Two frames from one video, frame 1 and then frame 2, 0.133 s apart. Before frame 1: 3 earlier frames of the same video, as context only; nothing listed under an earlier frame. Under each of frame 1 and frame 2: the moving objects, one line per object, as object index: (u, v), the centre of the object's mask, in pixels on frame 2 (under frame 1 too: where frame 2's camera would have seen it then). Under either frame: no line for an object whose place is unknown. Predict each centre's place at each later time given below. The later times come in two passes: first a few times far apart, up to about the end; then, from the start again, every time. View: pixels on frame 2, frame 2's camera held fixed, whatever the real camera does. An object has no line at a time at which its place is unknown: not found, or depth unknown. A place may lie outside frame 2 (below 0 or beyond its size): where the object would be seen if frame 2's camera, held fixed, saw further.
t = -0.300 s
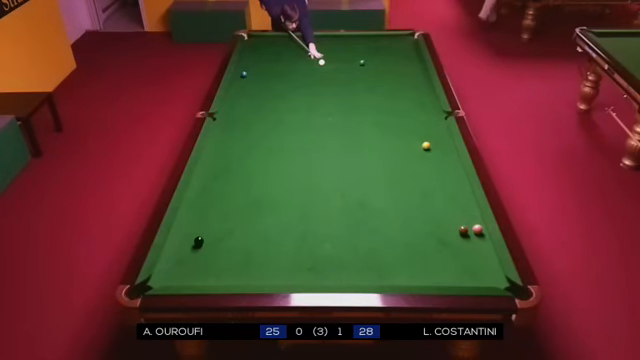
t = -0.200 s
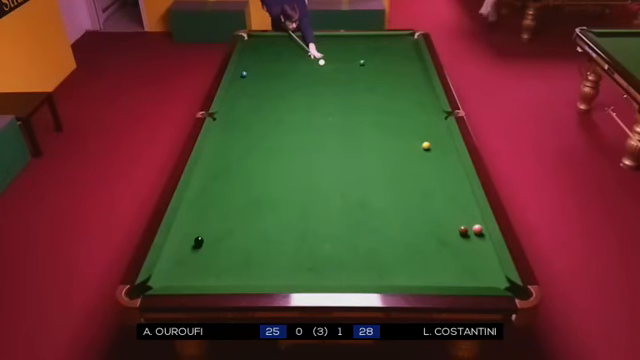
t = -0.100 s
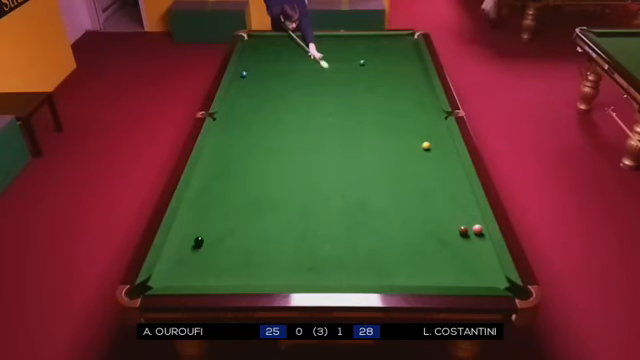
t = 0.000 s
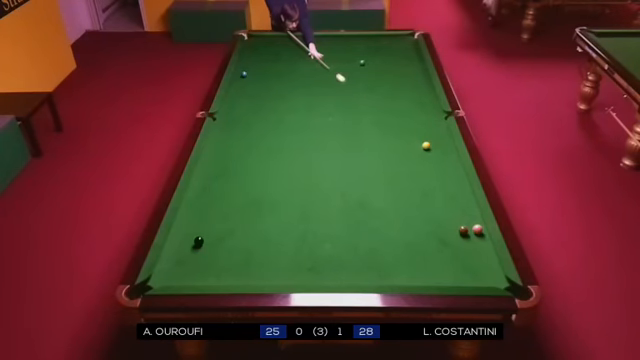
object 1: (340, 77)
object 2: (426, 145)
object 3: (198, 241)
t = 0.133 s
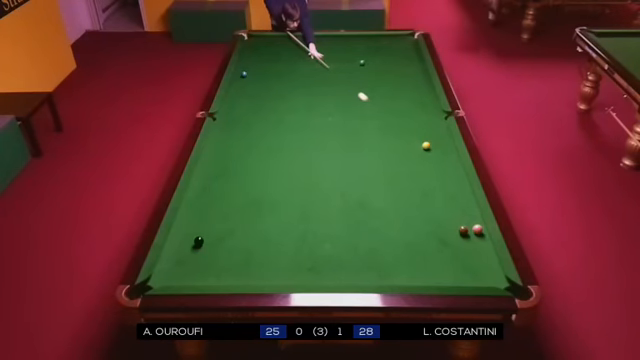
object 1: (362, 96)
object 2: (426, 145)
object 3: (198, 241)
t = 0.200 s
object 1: (373, 105)
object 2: (426, 145)
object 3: (198, 241)
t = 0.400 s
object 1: (406, 133)
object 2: (426, 145)
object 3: (198, 241)
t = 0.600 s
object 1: (413, 156)
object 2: (453, 154)
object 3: (198, 241)
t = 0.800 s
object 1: (412, 180)
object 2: (426, 161)
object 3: (198, 241)
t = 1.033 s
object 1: (412, 210)
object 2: (396, 170)
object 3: (198, 241)
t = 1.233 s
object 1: (412, 241)
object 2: (369, 178)
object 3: (198, 241)
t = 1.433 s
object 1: (411, 276)
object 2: (343, 186)
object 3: (198, 241)
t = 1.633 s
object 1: (403, 259)
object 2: (316, 194)
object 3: (198, 241)
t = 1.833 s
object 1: (394, 237)
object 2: (287, 202)
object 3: (198, 241)
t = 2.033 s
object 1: (386, 218)
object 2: (259, 210)
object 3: (198, 241)
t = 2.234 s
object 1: (379, 201)
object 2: (230, 218)
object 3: (198, 241)
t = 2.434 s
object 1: (373, 186)
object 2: (201, 227)
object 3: (198, 241)
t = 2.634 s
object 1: (367, 172)
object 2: (174, 235)
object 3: (198, 241)
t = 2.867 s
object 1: (361, 158)
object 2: (190, 240)
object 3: (202, 242)
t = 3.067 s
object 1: (356, 146)
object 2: (193, 241)
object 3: (212, 244)
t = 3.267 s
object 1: (352, 136)
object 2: (195, 243)
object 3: (222, 247)
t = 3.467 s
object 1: (348, 127)
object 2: (197, 244)
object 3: (231, 249)
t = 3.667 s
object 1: (345, 119)
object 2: (199, 245)
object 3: (239, 252)
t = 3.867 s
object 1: (341, 111)
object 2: (200, 246)
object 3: (247, 254)
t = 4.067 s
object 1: (338, 104)
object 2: (201, 246)
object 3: (254, 257)
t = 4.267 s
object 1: (336, 97)
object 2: (201, 246)
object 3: (260, 259)
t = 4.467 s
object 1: (333, 91)
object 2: (201, 247)
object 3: (266, 261)
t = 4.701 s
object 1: (330, 84)
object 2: (201, 247)
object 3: (272, 263)
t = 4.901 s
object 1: (328, 79)
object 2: (201, 247)
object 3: (276, 265)
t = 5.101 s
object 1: (326, 75)
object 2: (201, 247)
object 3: (279, 266)
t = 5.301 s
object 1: (324, 70)
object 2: (201, 247)
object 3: (282, 268)
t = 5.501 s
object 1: (322, 66)
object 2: (201, 247)
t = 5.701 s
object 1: (321, 62)
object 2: (201, 247)
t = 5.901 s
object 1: (319, 59)
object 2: (201, 247)
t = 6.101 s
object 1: (318, 55)
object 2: (201, 247)
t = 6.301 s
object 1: (317, 53)
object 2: (201, 247)
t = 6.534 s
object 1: (315, 49)
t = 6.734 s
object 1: (314, 47)
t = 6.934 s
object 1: (313, 44)
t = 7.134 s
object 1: (312, 42)
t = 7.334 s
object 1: (311, 41)
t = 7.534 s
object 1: (310, 39)
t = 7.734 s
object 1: (309, 37)
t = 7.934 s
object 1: (309, 36)
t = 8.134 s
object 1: (308, 36)
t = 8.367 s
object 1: (308, 37)
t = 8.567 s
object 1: (307, 38)
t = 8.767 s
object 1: (307, 38)
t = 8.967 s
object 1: (307, 39)
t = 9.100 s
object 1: (307, 39)
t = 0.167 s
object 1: (368, 101)
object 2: (426, 145)
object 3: (198, 241)
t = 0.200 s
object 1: (373, 105)
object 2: (426, 145)
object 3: (198, 241)
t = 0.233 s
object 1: (379, 110)
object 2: (426, 145)
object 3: (198, 241)
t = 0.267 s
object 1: (384, 115)
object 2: (426, 145)
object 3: (198, 241)
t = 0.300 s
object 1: (390, 119)
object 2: (426, 145)
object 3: (198, 241)
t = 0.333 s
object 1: (395, 124)
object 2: (426, 145)
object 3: (198, 241)
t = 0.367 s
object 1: (401, 128)
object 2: (426, 145)
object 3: (198, 241)
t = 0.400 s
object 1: (406, 133)
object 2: (426, 145)
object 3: (198, 241)
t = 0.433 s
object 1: (412, 138)
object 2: (426, 145)
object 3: (198, 241)
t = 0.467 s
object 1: (417, 143)
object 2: (427, 146)
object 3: (198, 241)
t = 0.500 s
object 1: (416, 146)
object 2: (434, 148)
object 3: (198, 241)
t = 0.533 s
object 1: (415, 150)
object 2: (442, 150)
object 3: (198, 241)
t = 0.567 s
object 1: (414, 153)
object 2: (450, 152)
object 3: (198, 241)
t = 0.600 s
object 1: (413, 156)
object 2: (453, 154)
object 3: (198, 241)
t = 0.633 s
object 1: (413, 160)
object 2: (449, 155)
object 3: (198, 241)
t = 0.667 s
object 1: (413, 164)
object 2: (444, 156)
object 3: (198, 241)
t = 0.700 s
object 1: (413, 168)
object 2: (440, 158)
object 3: (198, 241)
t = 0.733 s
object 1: (413, 171)
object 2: (435, 159)
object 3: (198, 241)
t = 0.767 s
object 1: (412, 175)
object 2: (431, 160)
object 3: (198, 241)
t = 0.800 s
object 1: (412, 180)
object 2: (426, 161)
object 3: (198, 241)
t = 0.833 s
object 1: (412, 184)
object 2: (422, 163)
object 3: (198, 241)
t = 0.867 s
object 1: (412, 188)
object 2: (418, 164)
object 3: (198, 241)
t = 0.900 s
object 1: (412, 192)
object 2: (413, 165)
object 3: (198, 241)
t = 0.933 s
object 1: (412, 197)
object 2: (409, 166)
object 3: (198, 241)
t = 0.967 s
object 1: (412, 201)
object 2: (405, 168)
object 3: (198, 241)
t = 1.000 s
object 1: (412, 206)
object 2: (400, 169)
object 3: (198, 241)
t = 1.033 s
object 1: (412, 210)
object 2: (396, 170)
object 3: (198, 241)
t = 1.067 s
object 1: (412, 215)
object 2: (392, 172)
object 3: (198, 241)
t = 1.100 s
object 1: (412, 220)
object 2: (387, 173)
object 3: (198, 241)
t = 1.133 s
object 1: (412, 225)
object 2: (383, 174)
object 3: (198, 241)
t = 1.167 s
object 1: (412, 230)
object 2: (378, 175)
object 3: (198, 241)
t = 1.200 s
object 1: (412, 236)
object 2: (374, 177)
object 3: (198, 241)
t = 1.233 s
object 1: (412, 241)
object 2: (369, 178)
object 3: (198, 241)
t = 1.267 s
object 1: (412, 247)
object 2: (365, 179)
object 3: (198, 241)
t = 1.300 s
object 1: (412, 252)
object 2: (361, 181)
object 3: (198, 241)
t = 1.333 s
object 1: (412, 258)
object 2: (356, 182)
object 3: (198, 241)
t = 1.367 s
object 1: (412, 264)
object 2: (351, 183)
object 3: (198, 241)
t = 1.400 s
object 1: (411, 270)
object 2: (347, 184)
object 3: (198, 241)
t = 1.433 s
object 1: (411, 276)
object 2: (343, 186)
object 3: (198, 241)
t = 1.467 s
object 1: (411, 280)
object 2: (338, 187)
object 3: (198, 241)
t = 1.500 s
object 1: (409, 278)
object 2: (334, 188)
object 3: (198, 241)
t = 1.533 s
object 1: (407, 272)
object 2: (329, 190)
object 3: (198, 241)
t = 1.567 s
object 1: (406, 268)
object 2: (325, 191)
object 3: (198, 241)
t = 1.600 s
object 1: (404, 264)
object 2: (320, 192)
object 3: (198, 241)
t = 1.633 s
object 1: (403, 259)
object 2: (316, 194)
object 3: (198, 241)
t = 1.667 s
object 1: (401, 256)
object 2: (311, 195)
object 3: (198, 241)
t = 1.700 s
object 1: (400, 252)
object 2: (306, 196)
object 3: (198, 241)
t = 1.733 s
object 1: (398, 248)
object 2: (302, 198)
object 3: (198, 241)
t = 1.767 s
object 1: (397, 244)
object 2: (297, 199)
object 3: (198, 241)
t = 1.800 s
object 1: (395, 241)
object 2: (292, 200)
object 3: (198, 241)
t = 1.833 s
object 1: (394, 237)
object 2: (287, 202)
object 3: (198, 241)
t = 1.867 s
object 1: (392, 234)
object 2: (283, 203)
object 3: (198, 241)
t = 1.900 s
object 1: (391, 231)
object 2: (278, 204)
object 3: (198, 241)
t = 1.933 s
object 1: (390, 227)
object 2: (273, 206)
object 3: (198, 241)
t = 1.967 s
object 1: (389, 224)
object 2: (268, 207)
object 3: (198, 241)
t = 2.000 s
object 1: (387, 221)
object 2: (264, 208)
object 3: (198, 241)
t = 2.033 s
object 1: (386, 218)
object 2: (259, 210)
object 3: (198, 241)
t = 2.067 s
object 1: (385, 215)
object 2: (254, 211)
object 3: (198, 241)
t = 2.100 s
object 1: (384, 212)
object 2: (249, 212)
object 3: (198, 241)
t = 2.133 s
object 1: (382, 209)
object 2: (245, 214)
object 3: (198, 241)
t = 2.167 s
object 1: (381, 206)
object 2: (240, 215)
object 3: (198, 241)
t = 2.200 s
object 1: (380, 203)
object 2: (235, 217)
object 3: (198, 241)
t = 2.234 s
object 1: (379, 201)
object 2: (230, 218)
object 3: (198, 241)
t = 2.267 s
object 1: (378, 198)
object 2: (225, 220)
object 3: (198, 241)
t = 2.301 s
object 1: (377, 196)
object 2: (220, 221)
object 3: (198, 241)
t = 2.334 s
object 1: (376, 193)
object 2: (215, 222)
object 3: (198, 241)
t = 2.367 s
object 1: (375, 190)
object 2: (210, 224)
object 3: (198, 241)
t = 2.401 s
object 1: (374, 188)
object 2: (205, 225)
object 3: (198, 241)
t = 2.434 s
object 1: (373, 186)
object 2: (201, 227)
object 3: (198, 241)
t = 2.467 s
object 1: (372, 183)
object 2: (195, 228)
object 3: (198, 241)
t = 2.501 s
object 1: (370, 181)
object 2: (191, 230)
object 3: (198, 241)
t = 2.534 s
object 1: (370, 179)
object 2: (185, 231)
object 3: (198, 241)
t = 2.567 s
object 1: (369, 176)
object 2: (181, 232)
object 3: (198, 241)
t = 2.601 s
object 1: (368, 174)
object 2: (175, 234)
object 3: (198, 241)
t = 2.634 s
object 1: (367, 172)
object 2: (174, 235)
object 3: (198, 241)
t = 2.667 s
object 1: (366, 170)
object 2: (178, 236)
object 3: (198, 241)
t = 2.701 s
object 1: (365, 168)
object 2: (180, 237)
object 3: (198, 241)
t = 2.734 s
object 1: (364, 166)
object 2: (183, 237)
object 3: (198, 241)
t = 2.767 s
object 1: (364, 163)
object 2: (186, 238)
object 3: (198, 241)
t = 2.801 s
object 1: (363, 161)
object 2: (188, 239)
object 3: (198, 241)
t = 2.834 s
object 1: (362, 159)
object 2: (190, 239)
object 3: (200, 241)
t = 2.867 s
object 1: (361, 158)
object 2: (190, 240)
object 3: (202, 242)
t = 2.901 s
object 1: (360, 156)
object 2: (191, 240)
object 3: (204, 242)
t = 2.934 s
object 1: (359, 154)
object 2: (191, 240)
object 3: (205, 243)
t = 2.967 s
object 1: (359, 152)
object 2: (192, 241)
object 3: (207, 243)
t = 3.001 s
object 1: (358, 150)
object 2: (192, 241)
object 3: (209, 243)
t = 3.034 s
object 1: (357, 148)
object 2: (192, 241)
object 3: (211, 244)
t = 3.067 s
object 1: (356, 146)
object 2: (193, 241)
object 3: (212, 244)
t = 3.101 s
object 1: (356, 145)
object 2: (193, 242)
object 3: (214, 245)
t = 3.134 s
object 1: (355, 143)
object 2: (194, 242)
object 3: (216, 245)
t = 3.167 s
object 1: (354, 141)
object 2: (194, 242)
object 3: (217, 245)
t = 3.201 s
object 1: (354, 140)
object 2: (194, 243)
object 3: (219, 246)
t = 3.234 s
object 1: (353, 138)
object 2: (195, 243)
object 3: (220, 246)
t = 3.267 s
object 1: (352, 136)
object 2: (195, 243)
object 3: (222, 247)
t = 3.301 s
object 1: (351, 135)
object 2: (196, 243)
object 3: (224, 247)
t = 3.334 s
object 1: (351, 133)
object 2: (196, 244)
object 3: (225, 248)
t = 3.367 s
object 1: (350, 132)
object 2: (196, 244)
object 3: (227, 248)
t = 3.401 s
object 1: (350, 130)
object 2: (197, 244)
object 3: (228, 248)
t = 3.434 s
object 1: (349, 129)
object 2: (197, 244)
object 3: (230, 249)
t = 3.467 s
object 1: (348, 127)
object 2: (197, 244)
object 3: (231, 249)
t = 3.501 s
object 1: (348, 126)
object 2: (198, 244)
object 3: (233, 250)
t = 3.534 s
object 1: (347, 124)
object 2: (198, 245)
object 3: (234, 250)
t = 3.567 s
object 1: (347, 123)
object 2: (198, 245)
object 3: (235, 251)
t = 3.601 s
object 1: (346, 121)
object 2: (198, 245)
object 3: (237, 251)
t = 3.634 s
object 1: (345, 120)
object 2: (199, 245)
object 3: (238, 252)
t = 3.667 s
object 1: (345, 119)
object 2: (199, 245)
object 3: (239, 252)
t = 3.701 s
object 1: (344, 117)
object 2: (199, 245)
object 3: (241, 252)
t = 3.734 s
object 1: (343, 116)
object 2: (199, 246)
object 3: (242, 252)
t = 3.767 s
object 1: (343, 115)
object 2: (199, 246)
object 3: (243, 253)
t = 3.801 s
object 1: (342, 114)
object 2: (200, 246)
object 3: (244, 253)
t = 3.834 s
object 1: (342, 112)
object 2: (200, 246)
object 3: (246, 254)
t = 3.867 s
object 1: (341, 111)
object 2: (200, 246)
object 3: (247, 254)
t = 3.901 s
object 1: (341, 110)
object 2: (200, 246)
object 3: (248, 254)
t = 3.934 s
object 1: (340, 109)
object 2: (200, 246)
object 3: (250, 255)
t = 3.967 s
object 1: (340, 107)
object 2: (200, 246)
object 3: (250, 256)
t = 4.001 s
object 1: (339, 106)
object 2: (201, 246)
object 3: (252, 256)
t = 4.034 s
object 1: (339, 105)
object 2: (201, 246)
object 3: (253, 256)
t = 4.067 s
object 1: (338, 104)
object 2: (201, 246)
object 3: (254, 257)
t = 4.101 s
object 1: (338, 103)
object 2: (201, 246)
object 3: (255, 257)
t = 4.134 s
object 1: (337, 102)
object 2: (201, 246)
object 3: (256, 257)
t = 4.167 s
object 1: (337, 101)
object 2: (201, 246)
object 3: (257, 258)
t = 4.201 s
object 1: (336, 100)
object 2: (201, 246)
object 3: (258, 258)
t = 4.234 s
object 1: (336, 98)
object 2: (201, 247)
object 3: (259, 259)
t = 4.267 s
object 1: (336, 97)
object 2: (201, 246)
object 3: (260, 259)
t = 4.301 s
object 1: (335, 96)
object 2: (201, 247)
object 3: (261, 259)
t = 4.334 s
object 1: (335, 95)
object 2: (201, 247)
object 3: (262, 260)
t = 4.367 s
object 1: (335, 94)
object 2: (201, 247)
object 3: (263, 260)
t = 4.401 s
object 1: (334, 93)
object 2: (201, 247)
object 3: (264, 260)
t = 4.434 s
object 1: (334, 92)
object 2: (201, 247)
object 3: (265, 261)
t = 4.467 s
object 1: (333, 91)
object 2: (201, 247)
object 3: (266, 261)
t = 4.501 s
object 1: (333, 90)
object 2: (201, 247)
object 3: (267, 261)
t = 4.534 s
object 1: (332, 89)
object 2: (201, 247)
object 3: (268, 261)
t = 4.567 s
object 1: (332, 88)
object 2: (201, 247)
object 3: (269, 262)
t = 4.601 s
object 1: (331, 87)
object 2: (201, 247)
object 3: (270, 262)
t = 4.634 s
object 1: (331, 86)
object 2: (201, 247)
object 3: (270, 262)
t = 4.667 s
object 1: (331, 85)
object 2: (201, 247)
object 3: (271, 263)
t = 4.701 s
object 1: (330, 84)
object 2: (201, 247)
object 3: (272, 263)
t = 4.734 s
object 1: (330, 84)
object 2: (201, 247)
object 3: (273, 263)
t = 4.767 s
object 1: (330, 83)
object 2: (201, 247)
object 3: (273, 264)
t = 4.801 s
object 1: (329, 82)
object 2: (201, 247)
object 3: (274, 264)
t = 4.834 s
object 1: (329, 81)
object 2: (201, 247)
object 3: (275, 264)
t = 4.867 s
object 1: (328, 80)
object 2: (201, 247)
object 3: (275, 264)
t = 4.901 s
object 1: (328, 79)
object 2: (201, 247)
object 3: (276, 265)
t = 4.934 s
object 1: (327, 79)
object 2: (201, 247)
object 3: (277, 265)
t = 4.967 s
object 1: (327, 78)
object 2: (201, 247)
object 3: (277, 265)
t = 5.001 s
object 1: (327, 77)
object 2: (201, 247)
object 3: (278, 266)
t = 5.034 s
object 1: (327, 76)
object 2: (201, 247)
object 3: (278, 266)
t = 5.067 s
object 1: (326, 75)
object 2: (201, 247)
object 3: (279, 266)
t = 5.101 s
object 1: (326, 75)
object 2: (201, 247)
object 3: (279, 266)
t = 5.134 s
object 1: (325, 74)
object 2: (201, 247)
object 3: (280, 266)
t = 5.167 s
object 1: (325, 73)
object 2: (201, 247)
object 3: (281, 267)
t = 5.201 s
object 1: (325, 72)
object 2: (201, 247)
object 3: (281, 267)
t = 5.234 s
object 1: (325, 71)
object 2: (201, 247)
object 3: (281, 267)
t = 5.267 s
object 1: (324, 71)
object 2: (201, 247)
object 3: (282, 268)
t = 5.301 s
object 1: (324, 70)
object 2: (201, 247)
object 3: (282, 268)
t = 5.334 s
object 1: (324, 69)
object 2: (201, 247)
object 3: (283, 268)
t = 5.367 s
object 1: (324, 69)
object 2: (201, 247)
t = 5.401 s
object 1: (323, 68)
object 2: (201, 247)
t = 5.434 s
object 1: (323, 67)
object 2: (201, 247)
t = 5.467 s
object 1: (323, 67)
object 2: (201, 247)
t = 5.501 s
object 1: (322, 66)
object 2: (201, 247)
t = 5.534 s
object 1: (322, 65)
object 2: (201, 247)
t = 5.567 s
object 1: (322, 65)
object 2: (201, 247)
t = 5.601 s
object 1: (322, 64)
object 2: (201, 247)
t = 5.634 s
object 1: (321, 63)
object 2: (201, 247)
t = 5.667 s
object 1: (321, 63)
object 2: (201, 247)
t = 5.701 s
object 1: (321, 62)
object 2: (201, 247)
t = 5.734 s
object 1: (321, 62)
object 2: (201, 247)
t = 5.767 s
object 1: (320, 61)
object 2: (201, 247)
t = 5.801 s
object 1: (320, 60)
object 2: (201, 247)
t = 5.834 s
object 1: (320, 60)
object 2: (201, 247)
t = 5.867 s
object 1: (320, 59)
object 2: (201, 247)
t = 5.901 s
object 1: (319, 59)
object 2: (201, 247)
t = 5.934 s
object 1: (319, 58)
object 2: (201, 247)
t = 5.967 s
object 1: (319, 57)
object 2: (201, 247)
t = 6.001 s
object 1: (319, 57)
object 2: (201, 247)
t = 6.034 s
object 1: (318, 56)
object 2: (201, 247)
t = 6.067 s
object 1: (318, 56)
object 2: (201, 247)
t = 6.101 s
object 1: (318, 55)
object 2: (201, 247)
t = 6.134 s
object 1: (318, 55)
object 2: (201, 247)
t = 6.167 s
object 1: (317, 54)
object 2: (201, 247)
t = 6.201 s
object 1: (317, 54)
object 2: (201, 247)
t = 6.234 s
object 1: (317, 53)
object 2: (201, 247)
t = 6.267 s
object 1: (317, 53)
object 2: (201, 247)
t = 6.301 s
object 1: (317, 53)
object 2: (201, 247)
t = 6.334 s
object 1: (316, 52)
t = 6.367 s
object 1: (316, 51)
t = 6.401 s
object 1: (316, 51)
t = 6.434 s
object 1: (316, 51)
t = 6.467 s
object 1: (316, 50)
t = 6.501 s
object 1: (315, 50)
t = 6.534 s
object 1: (315, 49)
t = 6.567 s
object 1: (315, 49)
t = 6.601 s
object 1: (315, 48)
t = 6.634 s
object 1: (314, 48)
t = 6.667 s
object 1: (314, 47)
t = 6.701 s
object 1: (314, 47)
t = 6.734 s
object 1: (314, 47)
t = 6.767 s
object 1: (314, 46)
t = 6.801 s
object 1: (314, 46)
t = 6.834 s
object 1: (314, 45)
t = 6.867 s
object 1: (313, 45)
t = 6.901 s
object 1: (313, 45)
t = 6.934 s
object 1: (313, 44)
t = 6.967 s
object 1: (313, 44)
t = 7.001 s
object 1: (313, 44)
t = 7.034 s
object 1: (312, 43)
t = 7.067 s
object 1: (312, 43)
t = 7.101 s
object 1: (312, 43)
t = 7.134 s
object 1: (312, 42)
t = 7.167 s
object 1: (312, 42)
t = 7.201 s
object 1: (312, 42)
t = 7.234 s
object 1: (312, 41)
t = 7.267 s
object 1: (311, 41)
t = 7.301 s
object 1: (311, 41)
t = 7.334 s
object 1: (311, 41)
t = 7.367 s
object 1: (311, 40)
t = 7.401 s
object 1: (311, 40)
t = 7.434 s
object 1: (311, 40)
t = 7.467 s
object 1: (310, 39)
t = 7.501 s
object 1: (310, 39)
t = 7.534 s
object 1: (310, 39)
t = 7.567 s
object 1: (310, 38)
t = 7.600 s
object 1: (310, 38)
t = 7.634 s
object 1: (310, 38)
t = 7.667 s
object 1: (310, 38)
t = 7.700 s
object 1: (310, 37)
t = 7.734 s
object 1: (309, 37)
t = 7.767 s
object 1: (309, 37)
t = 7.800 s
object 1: (309, 37)
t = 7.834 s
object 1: (309, 36)
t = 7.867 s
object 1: (309, 36)
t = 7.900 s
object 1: (309, 36)
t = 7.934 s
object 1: (309, 36)
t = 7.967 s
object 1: (309, 36)
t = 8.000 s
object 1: (308, 36)
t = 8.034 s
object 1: (309, 36)
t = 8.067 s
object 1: (308, 36)
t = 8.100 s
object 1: (308, 36)
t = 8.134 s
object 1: (308, 36)
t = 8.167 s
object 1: (308, 36)
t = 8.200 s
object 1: (308, 37)
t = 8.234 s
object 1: (308, 37)
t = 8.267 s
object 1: (308, 37)
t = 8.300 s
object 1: (308, 37)
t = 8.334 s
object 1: (308, 37)
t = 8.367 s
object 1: (308, 37)
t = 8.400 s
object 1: (308, 37)
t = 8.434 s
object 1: (308, 37)
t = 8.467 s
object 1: (308, 37)
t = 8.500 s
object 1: (307, 38)
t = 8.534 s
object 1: (307, 38)
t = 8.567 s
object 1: (307, 38)
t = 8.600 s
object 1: (307, 38)
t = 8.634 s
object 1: (307, 38)
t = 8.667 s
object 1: (307, 38)
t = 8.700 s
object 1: (307, 38)
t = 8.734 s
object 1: (307, 38)
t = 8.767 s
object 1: (307, 38)
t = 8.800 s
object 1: (307, 38)
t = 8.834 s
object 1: (307, 39)
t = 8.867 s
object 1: (307, 38)
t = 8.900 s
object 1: (307, 38)
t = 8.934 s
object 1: (307, 39)
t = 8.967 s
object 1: (307, 39)
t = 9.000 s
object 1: (307, 39)
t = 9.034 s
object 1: (307, 39)
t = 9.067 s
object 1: (307, 39)
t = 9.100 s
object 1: (307, 39)
